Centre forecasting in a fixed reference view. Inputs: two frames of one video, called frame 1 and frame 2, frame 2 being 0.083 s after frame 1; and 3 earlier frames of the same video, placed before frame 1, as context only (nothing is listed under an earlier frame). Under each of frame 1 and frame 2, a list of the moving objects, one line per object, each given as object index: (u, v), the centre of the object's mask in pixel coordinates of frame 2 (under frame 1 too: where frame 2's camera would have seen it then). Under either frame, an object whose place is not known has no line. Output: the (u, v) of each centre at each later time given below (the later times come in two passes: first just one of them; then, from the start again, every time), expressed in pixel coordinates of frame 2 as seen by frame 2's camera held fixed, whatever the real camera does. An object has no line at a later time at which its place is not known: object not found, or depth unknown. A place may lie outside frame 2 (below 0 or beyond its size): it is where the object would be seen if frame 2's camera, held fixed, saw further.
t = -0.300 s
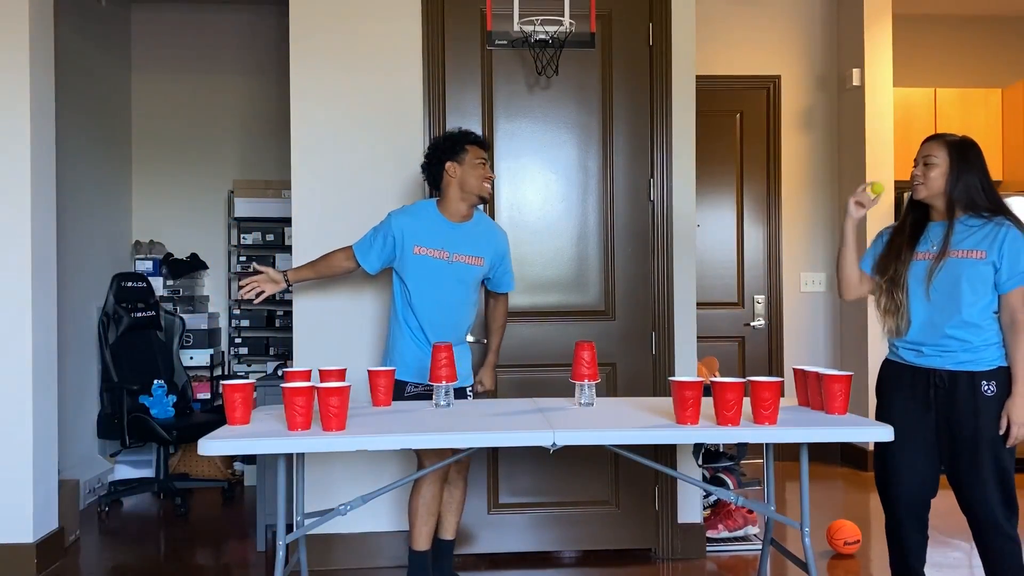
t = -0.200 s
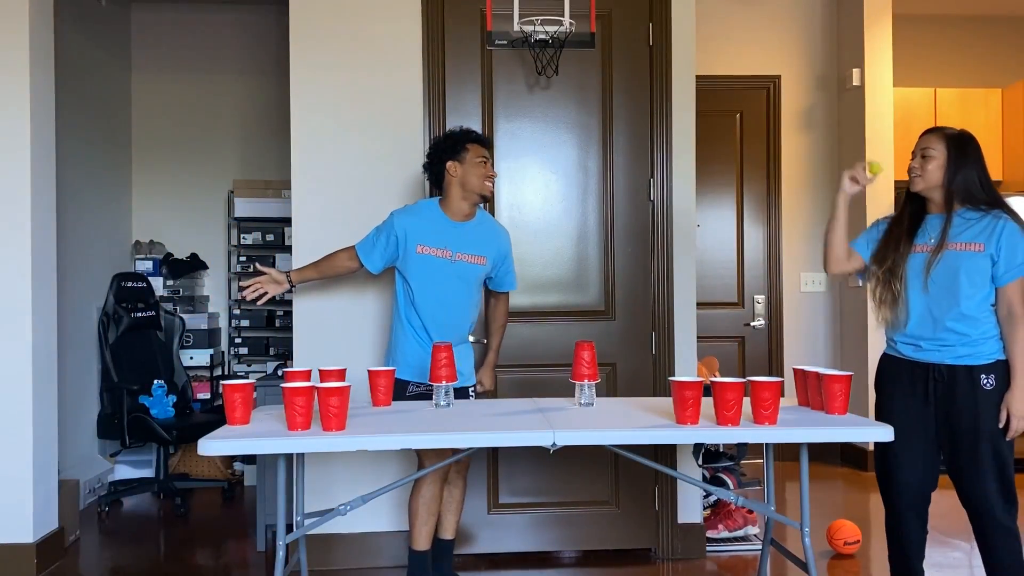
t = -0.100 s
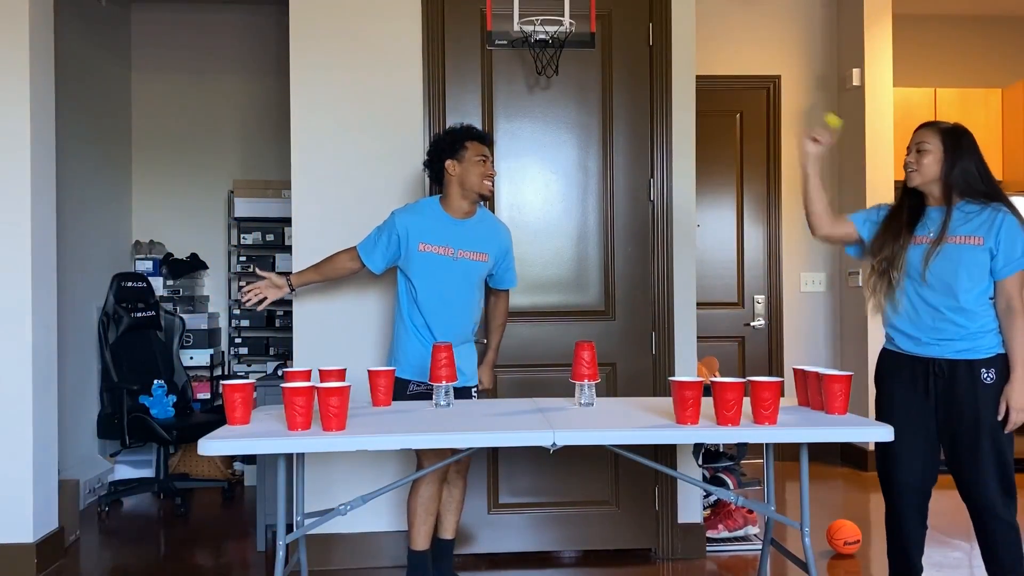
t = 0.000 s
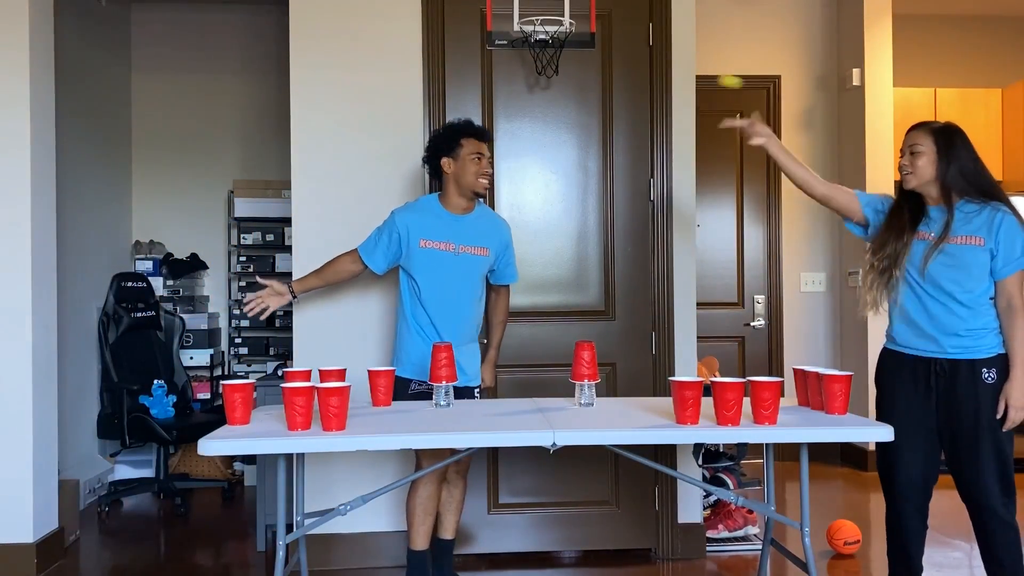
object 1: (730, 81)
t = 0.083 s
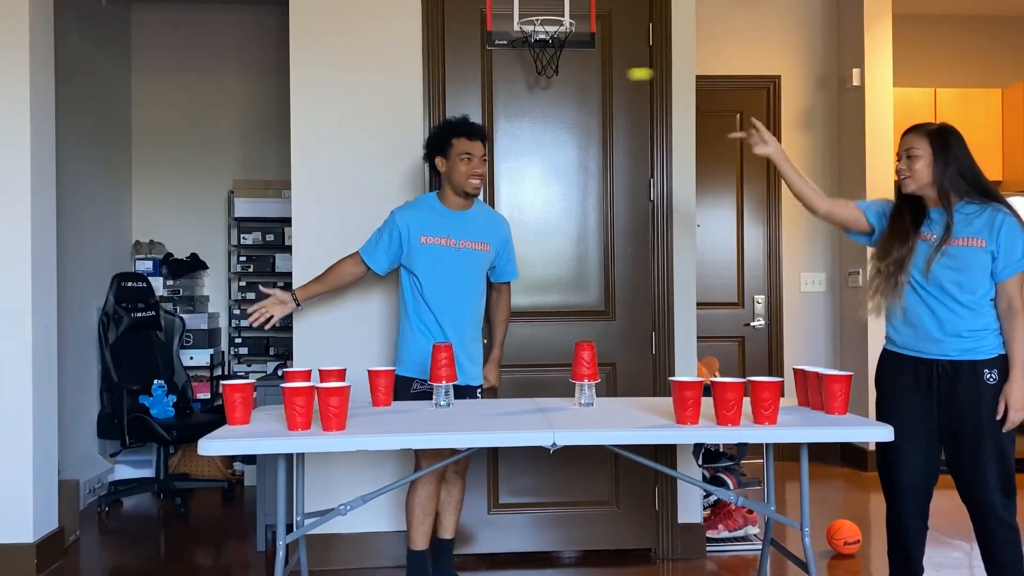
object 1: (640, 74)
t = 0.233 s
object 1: (475, 122)
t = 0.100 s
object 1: (621, 75)
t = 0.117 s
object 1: (603, 77)
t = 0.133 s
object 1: (585, 81)
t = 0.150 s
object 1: (567, 85)
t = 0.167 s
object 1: (550, 90)
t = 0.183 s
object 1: (532, 96)
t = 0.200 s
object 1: (514, 103)
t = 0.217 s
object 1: (494, 112)
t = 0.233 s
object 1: (475, 122)
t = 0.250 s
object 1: (457, 132)
